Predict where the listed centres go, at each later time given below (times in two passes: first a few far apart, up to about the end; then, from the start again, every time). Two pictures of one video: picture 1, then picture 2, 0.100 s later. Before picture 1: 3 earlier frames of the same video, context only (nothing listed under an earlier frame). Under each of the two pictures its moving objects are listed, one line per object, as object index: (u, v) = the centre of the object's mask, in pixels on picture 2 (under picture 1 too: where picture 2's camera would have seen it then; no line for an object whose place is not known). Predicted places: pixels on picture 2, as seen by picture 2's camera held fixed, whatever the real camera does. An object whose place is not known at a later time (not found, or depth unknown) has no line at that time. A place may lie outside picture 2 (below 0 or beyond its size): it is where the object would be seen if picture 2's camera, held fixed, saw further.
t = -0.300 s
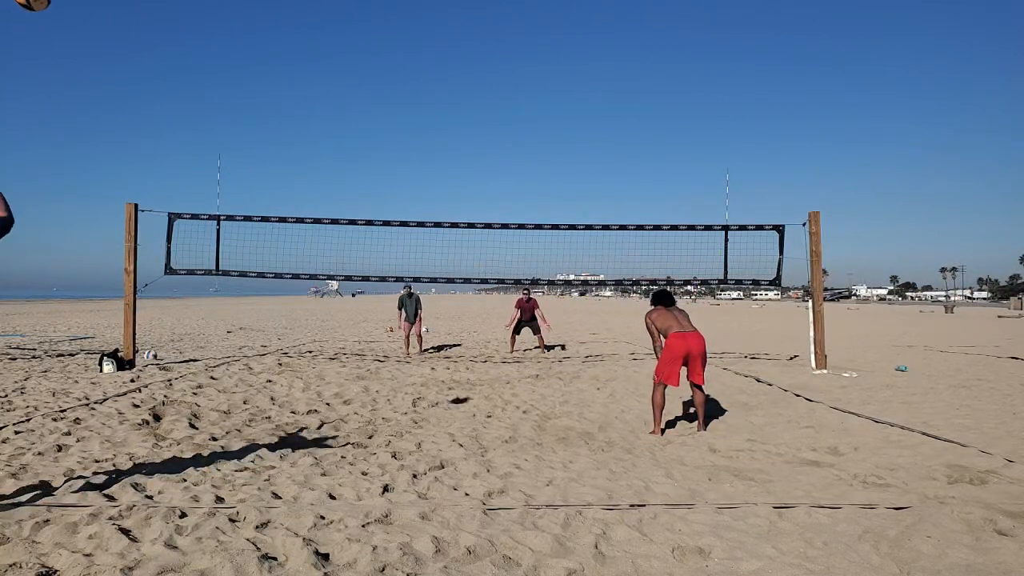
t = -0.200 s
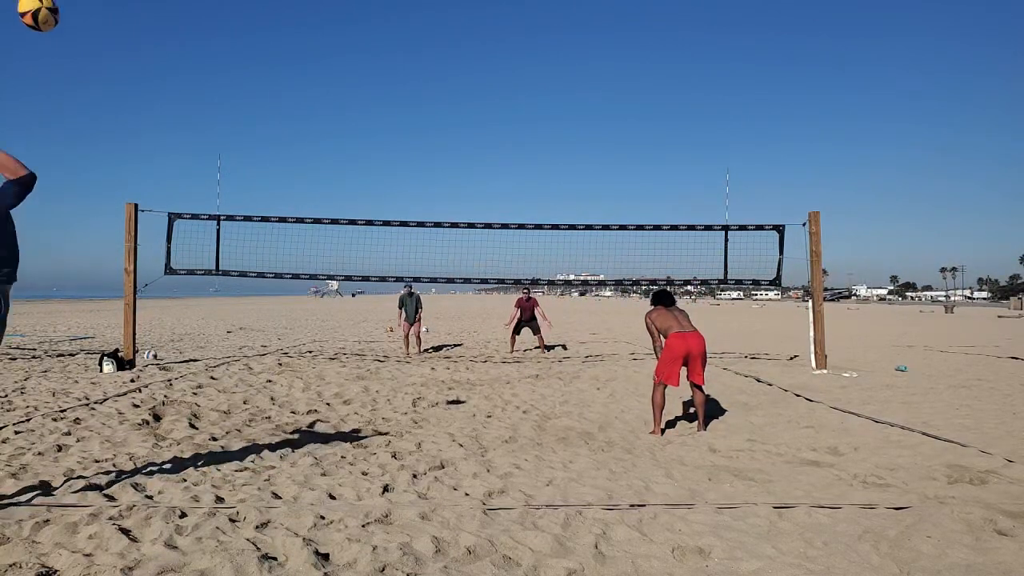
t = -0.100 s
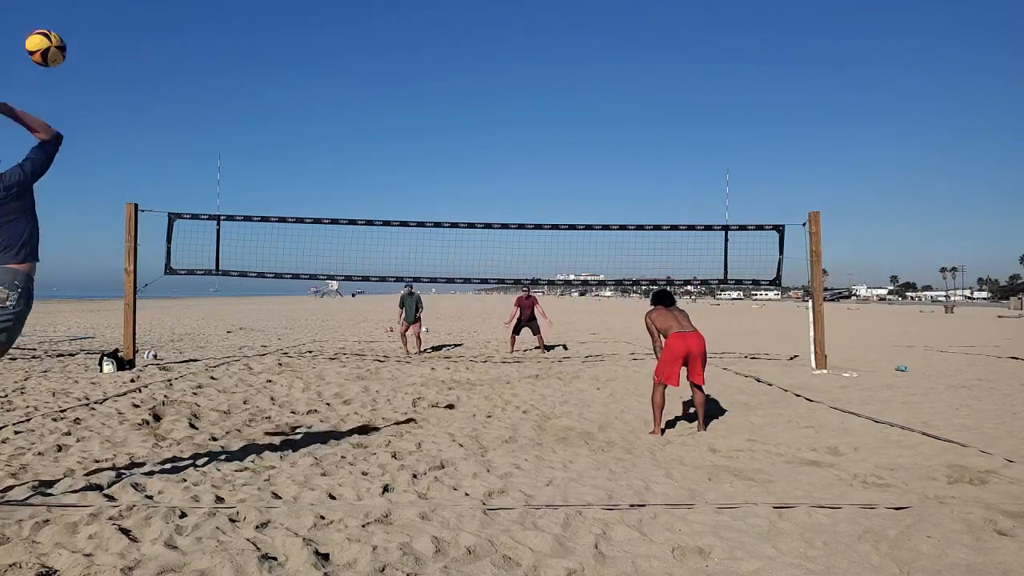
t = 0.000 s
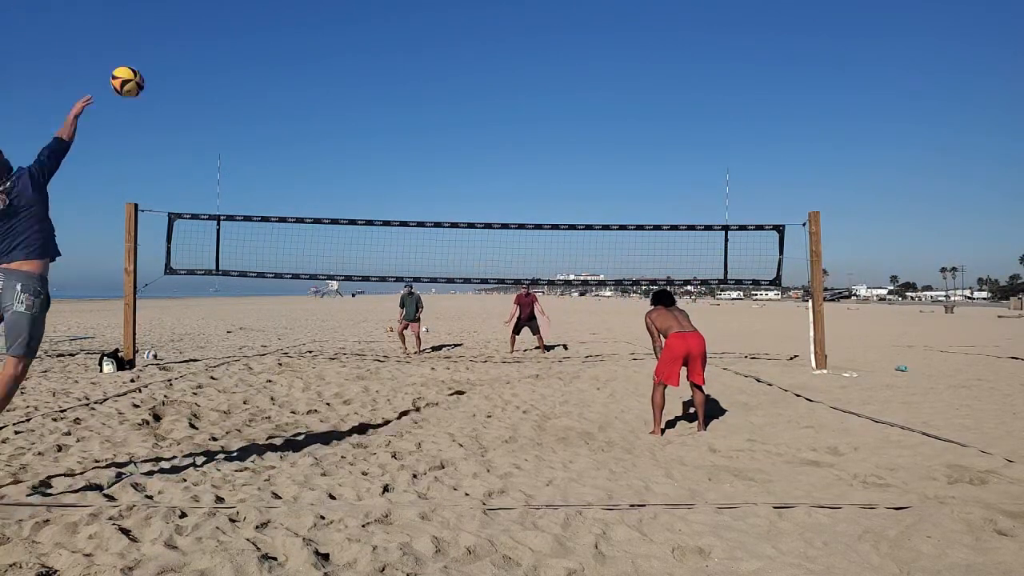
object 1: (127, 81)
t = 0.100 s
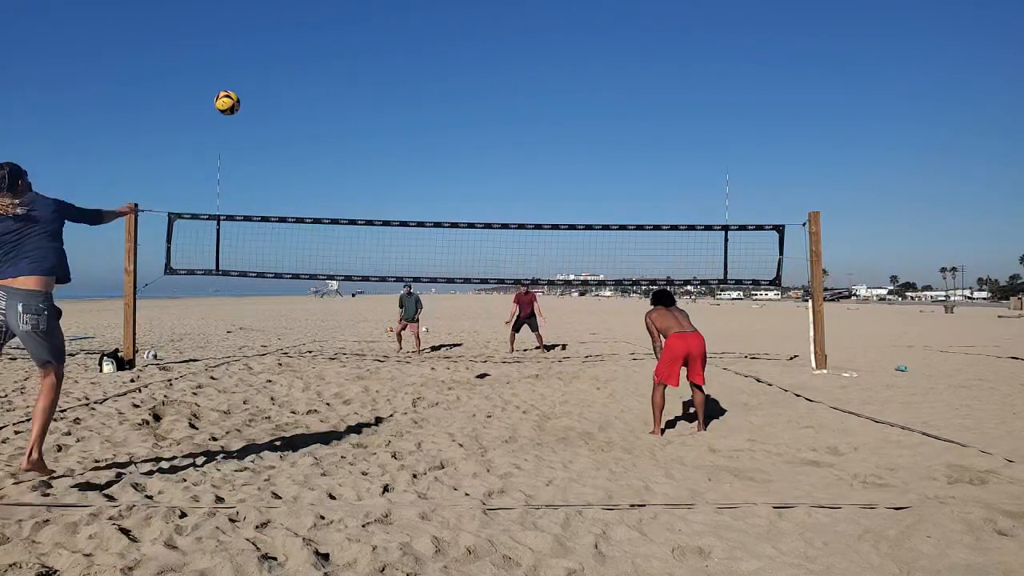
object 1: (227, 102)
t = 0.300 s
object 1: (340, 149)
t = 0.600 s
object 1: (420, 224)
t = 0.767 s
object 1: (446, 267)
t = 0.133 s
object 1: (252, 110)
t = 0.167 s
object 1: (273, 117)
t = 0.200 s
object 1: (293, 125)
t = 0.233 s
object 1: (310, 133)
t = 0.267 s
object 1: (326, 141)
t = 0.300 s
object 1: (340, 149)
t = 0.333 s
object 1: (353, 158)
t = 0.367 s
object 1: (365, 166)
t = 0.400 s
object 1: (375, 175)
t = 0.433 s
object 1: (384, 183)
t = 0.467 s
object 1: (393, 191)
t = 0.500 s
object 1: (401, 199)
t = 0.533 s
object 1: (408, 208)
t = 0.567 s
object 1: (414, 216)
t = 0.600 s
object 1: (420, 224)
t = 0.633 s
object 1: (426, 233)
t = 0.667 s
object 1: (431, 241)
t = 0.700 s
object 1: (436, 250)
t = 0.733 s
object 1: (441, 259)
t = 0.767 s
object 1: (446, 267)
